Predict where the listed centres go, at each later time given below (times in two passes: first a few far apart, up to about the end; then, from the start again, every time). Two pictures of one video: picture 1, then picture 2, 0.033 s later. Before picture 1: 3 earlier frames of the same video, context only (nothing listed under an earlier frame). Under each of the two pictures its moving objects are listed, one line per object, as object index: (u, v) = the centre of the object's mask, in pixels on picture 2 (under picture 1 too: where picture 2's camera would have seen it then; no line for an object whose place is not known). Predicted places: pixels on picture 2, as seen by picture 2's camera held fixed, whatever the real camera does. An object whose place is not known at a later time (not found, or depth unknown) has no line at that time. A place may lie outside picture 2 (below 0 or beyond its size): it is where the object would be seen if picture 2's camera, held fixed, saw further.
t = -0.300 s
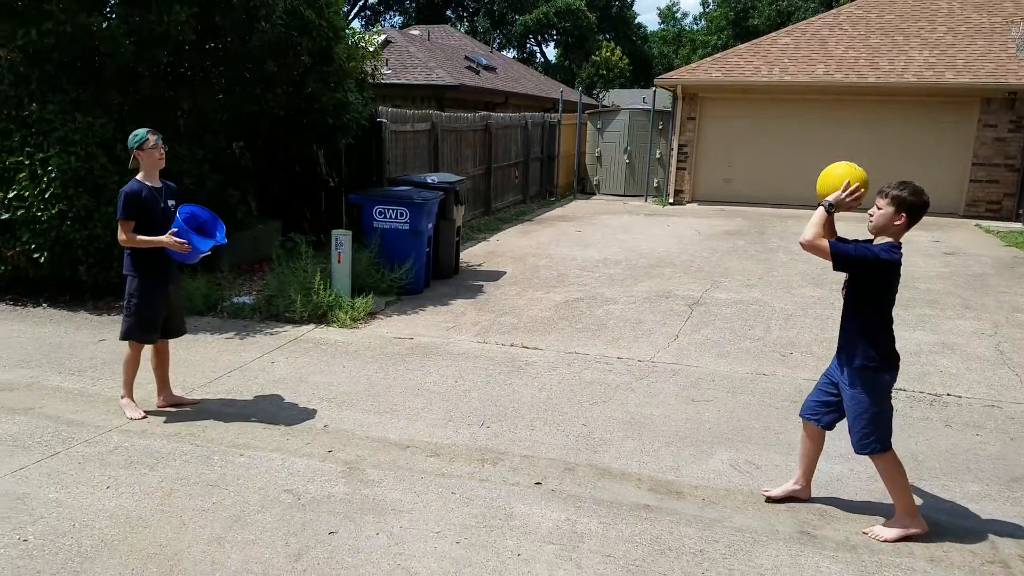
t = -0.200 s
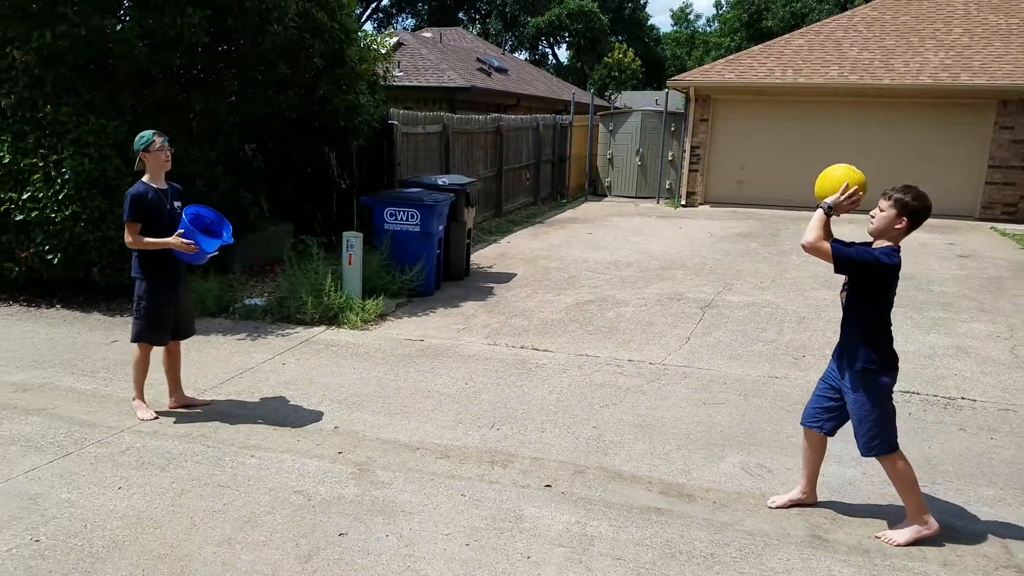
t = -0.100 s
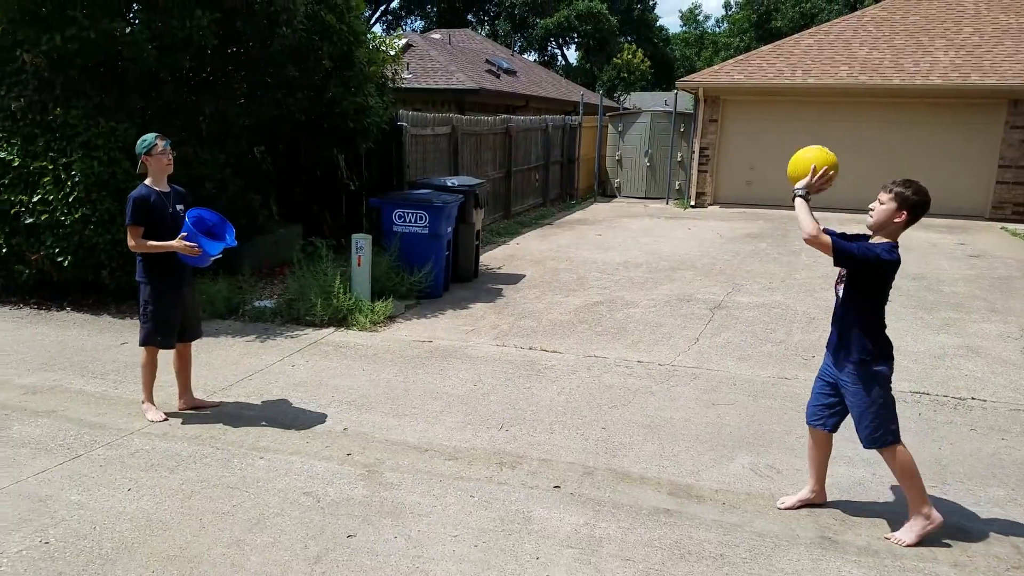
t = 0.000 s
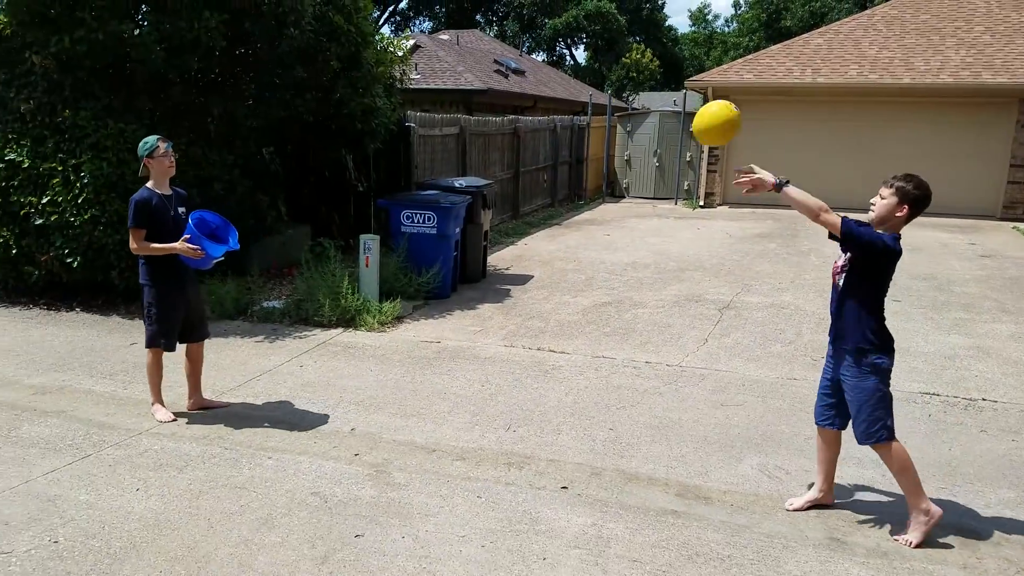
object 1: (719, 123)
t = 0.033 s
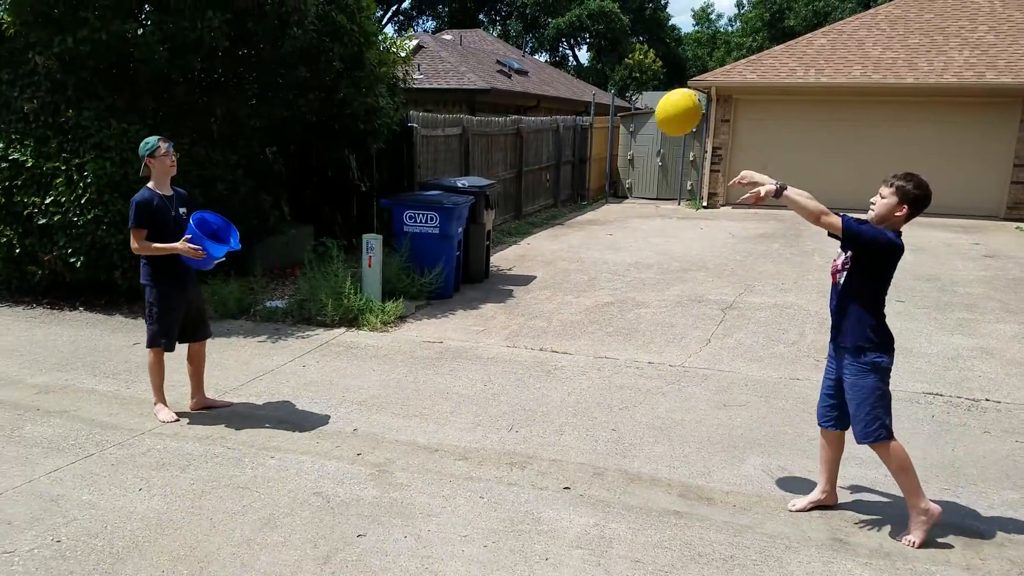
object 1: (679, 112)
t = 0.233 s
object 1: (457, 97)
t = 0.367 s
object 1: (331, 128)
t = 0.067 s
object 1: (639, 104)
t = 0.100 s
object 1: (600, 97)
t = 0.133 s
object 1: (563, 94)
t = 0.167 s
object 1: (527, 93)
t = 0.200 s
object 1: (491, 94)
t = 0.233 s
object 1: (457, 97)
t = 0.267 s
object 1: (424, 102)
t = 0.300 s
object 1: (392, 109)
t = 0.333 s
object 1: (361, 118)
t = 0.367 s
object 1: (331, 128)
